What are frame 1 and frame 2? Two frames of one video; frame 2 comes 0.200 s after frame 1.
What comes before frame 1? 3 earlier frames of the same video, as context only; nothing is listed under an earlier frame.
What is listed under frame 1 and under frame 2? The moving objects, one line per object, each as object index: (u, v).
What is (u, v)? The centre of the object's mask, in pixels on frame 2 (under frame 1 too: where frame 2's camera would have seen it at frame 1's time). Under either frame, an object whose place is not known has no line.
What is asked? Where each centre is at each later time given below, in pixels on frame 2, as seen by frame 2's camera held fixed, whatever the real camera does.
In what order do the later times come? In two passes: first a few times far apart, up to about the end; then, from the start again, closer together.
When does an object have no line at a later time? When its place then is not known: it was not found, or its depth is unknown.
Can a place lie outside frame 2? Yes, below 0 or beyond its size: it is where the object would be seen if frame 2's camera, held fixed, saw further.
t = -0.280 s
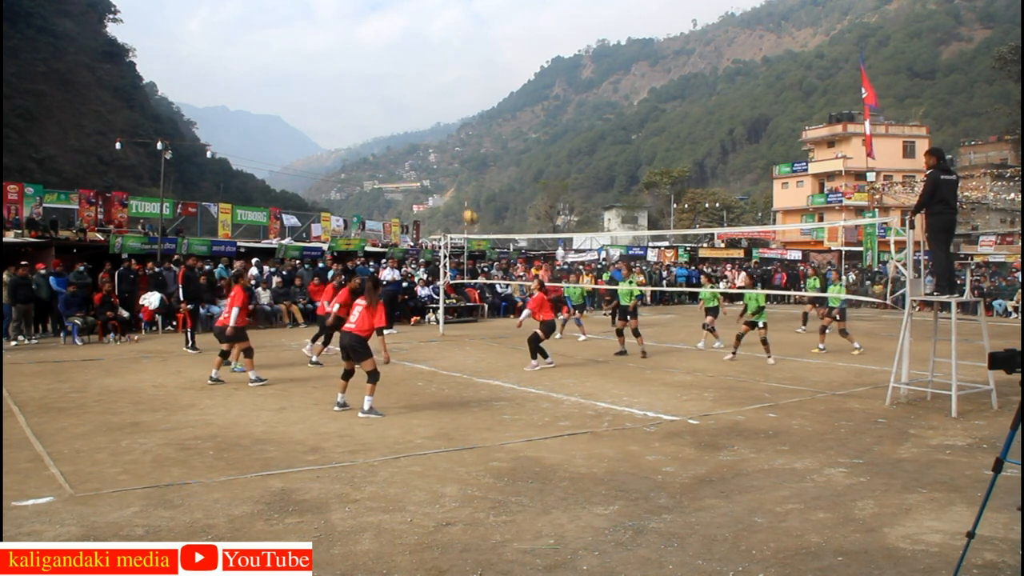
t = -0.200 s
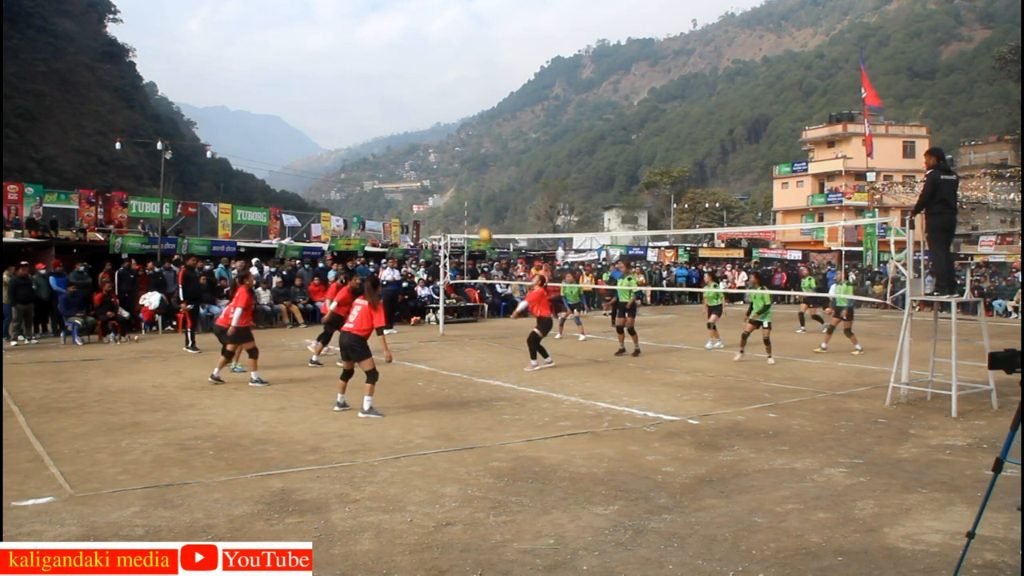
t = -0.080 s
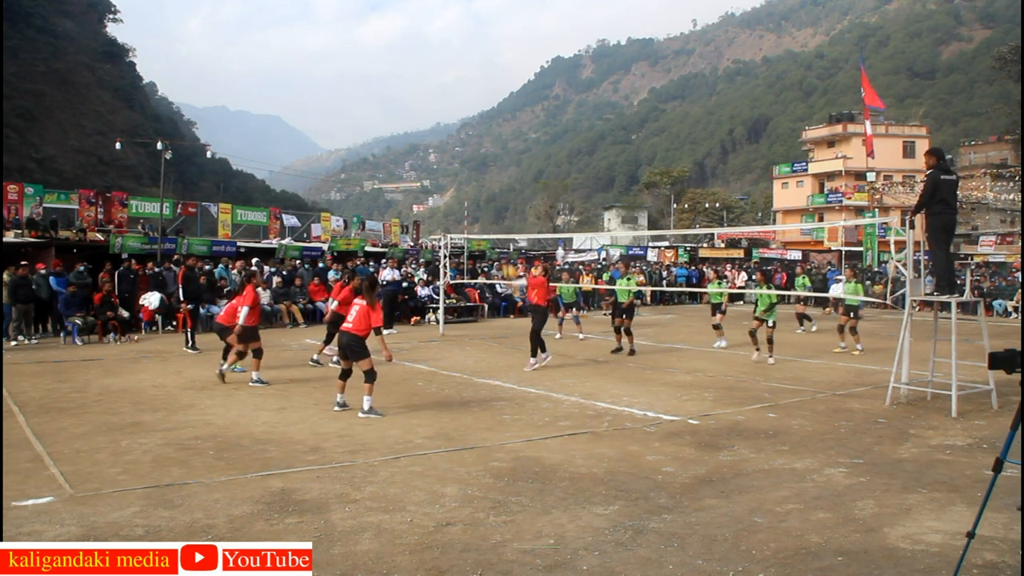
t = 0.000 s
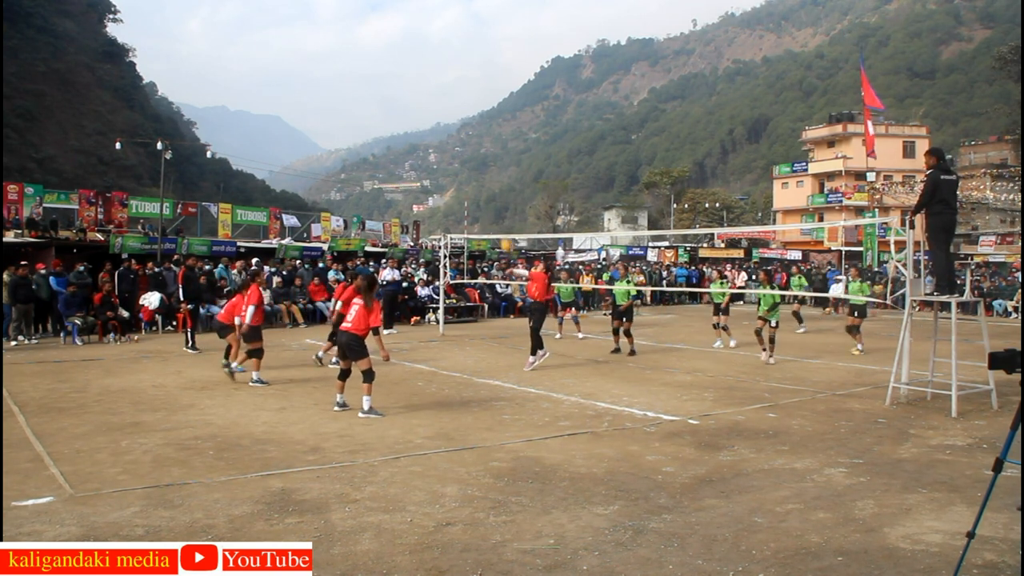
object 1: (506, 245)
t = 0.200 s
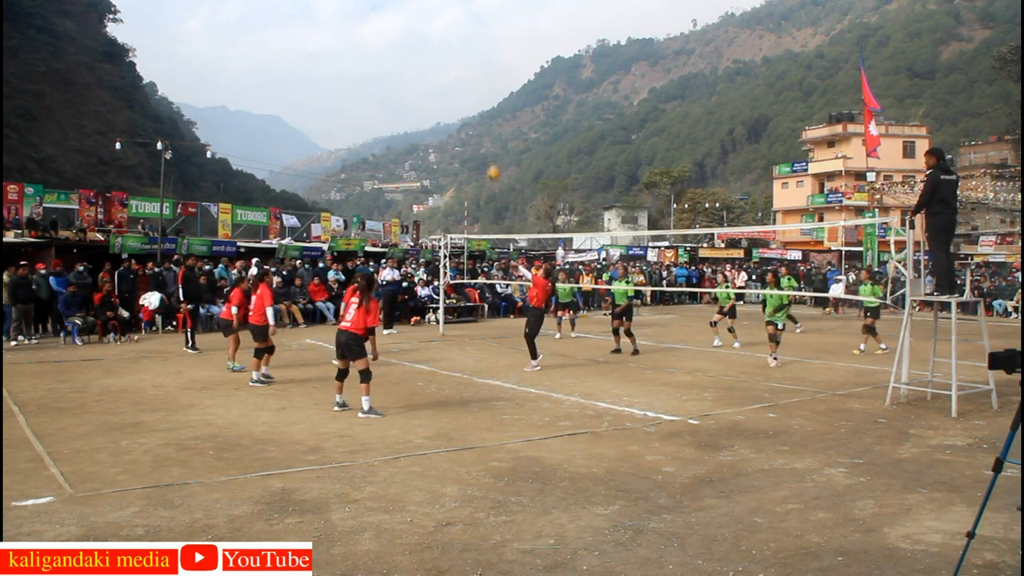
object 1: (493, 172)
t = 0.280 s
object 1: (488, 151)
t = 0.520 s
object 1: (473, 115)
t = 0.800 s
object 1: (458, 116)
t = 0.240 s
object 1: (491, 161)
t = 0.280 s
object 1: (488, 151)
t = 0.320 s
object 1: (486, 143)
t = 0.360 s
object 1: (484, 135)
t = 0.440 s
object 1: (479, 123)
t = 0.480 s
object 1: (476, 119)
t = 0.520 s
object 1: (473, 115)
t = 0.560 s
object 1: (471, 113)
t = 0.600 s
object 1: (469, 111)
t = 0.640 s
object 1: (467, 110)
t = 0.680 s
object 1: (465, 110)
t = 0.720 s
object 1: (463, 111)
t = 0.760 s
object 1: (460, 113)
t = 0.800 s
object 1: (458, 116)
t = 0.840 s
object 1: (456, 120)
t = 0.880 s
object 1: (454, 124)
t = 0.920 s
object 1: (452, 129)
